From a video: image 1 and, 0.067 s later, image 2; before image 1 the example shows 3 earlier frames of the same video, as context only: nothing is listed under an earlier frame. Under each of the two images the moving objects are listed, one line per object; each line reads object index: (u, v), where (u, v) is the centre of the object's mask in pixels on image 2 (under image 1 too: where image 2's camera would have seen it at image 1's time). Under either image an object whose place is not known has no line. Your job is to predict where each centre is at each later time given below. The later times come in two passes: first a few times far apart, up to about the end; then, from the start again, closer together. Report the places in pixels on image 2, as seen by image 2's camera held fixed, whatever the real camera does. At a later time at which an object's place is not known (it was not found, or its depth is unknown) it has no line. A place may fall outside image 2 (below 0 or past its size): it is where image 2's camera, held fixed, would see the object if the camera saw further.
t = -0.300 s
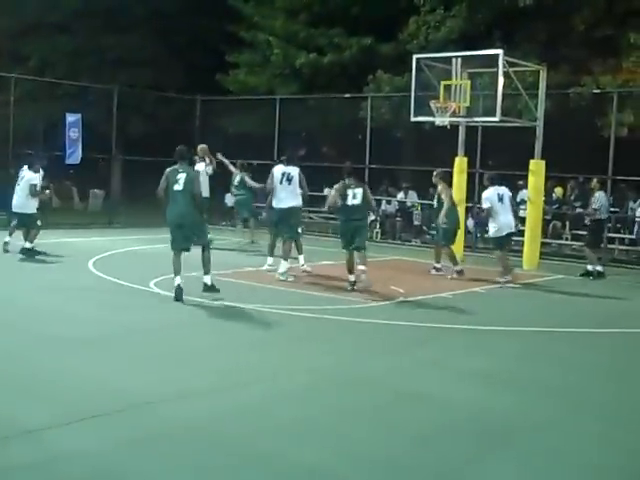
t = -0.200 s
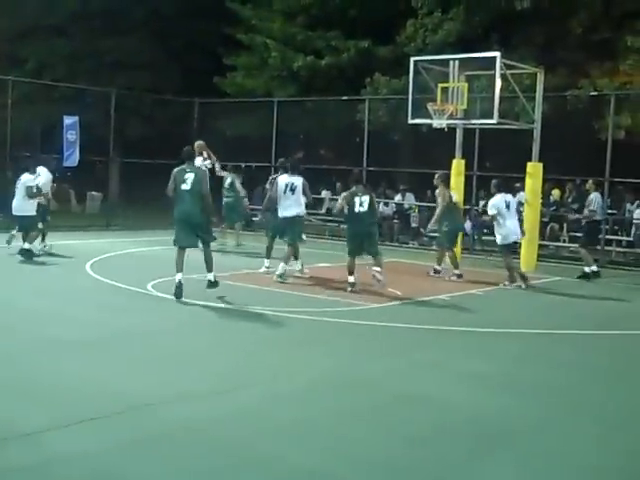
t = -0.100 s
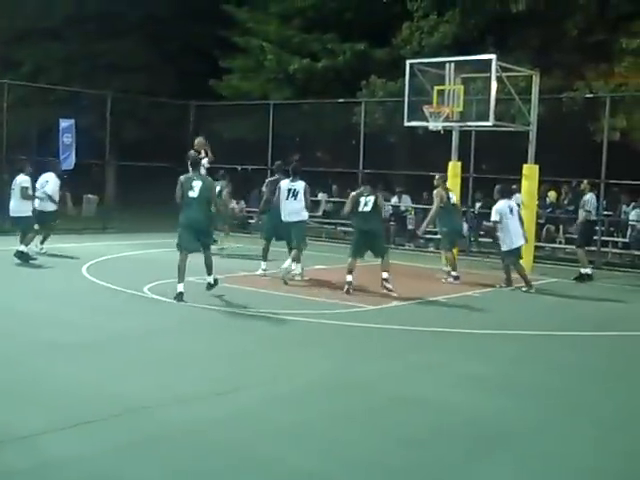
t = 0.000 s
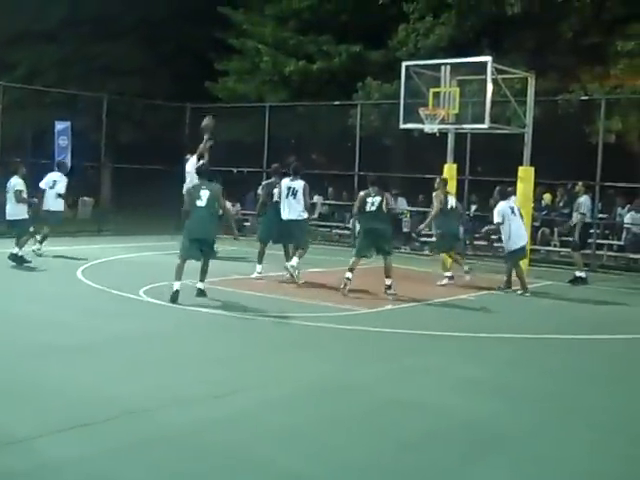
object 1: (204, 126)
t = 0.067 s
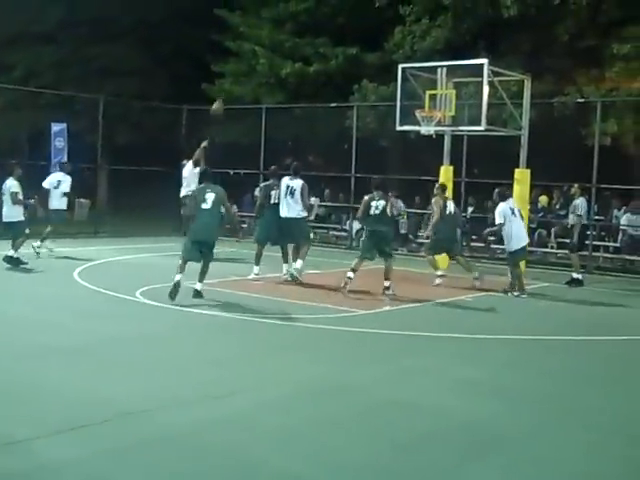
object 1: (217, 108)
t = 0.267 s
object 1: (258, 65)
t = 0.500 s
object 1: (305, 40)
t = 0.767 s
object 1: (361, 40)
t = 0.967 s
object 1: (403, 65)
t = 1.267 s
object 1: (452, 80)
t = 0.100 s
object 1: (223, 99)
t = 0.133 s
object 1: (229, 92)
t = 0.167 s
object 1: (237, 84)
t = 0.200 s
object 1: (243, 77)
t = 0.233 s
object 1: (250, 71)
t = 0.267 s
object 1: (258, 65)
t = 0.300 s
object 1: (263, 62)
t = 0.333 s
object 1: (270, 56)
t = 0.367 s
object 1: (277, 53)
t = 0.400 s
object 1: (284, 48)
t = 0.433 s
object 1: (291, 44)
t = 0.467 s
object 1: (298, 42)
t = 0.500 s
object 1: (305, 40)
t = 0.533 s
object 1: (311, 37)
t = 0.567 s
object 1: (318, 36)
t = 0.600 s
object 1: (326, 35)
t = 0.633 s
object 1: (333, 36)
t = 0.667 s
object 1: (340, 36)
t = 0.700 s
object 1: (346, 37)
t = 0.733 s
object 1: (354, 39)
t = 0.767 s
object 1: (361, 40)
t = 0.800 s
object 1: (367, 43)
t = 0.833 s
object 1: (374, 46)
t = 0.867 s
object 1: (382, 49)
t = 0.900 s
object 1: (389, 55)
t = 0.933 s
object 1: (395, 60)
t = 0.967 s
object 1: (403, 65)
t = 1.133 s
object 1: (440, 101)
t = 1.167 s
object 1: (445, 99)
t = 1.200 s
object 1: (446, 93)
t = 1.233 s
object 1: (449, 85)
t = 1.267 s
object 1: (452, 80)
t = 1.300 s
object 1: (454, 76)
